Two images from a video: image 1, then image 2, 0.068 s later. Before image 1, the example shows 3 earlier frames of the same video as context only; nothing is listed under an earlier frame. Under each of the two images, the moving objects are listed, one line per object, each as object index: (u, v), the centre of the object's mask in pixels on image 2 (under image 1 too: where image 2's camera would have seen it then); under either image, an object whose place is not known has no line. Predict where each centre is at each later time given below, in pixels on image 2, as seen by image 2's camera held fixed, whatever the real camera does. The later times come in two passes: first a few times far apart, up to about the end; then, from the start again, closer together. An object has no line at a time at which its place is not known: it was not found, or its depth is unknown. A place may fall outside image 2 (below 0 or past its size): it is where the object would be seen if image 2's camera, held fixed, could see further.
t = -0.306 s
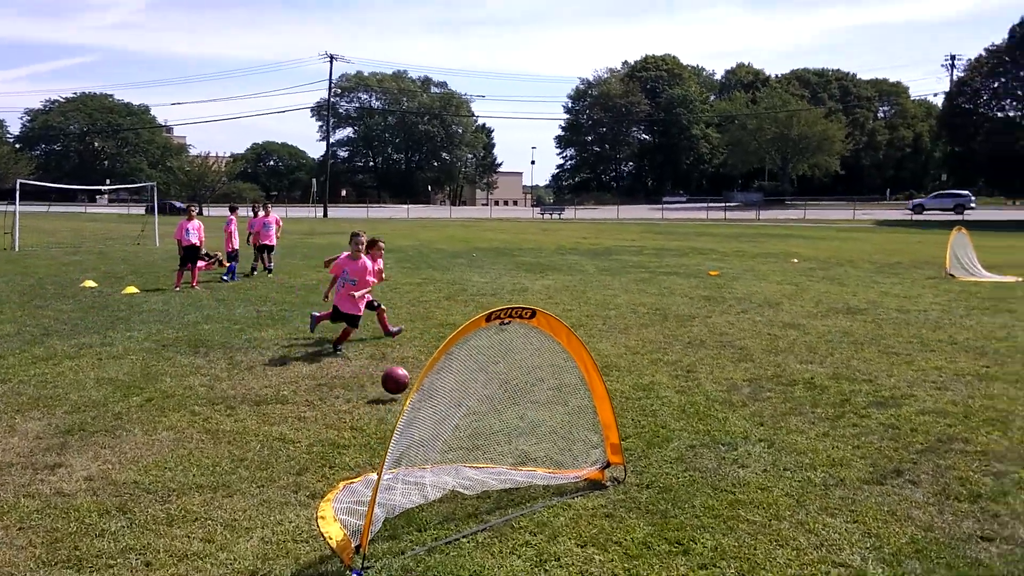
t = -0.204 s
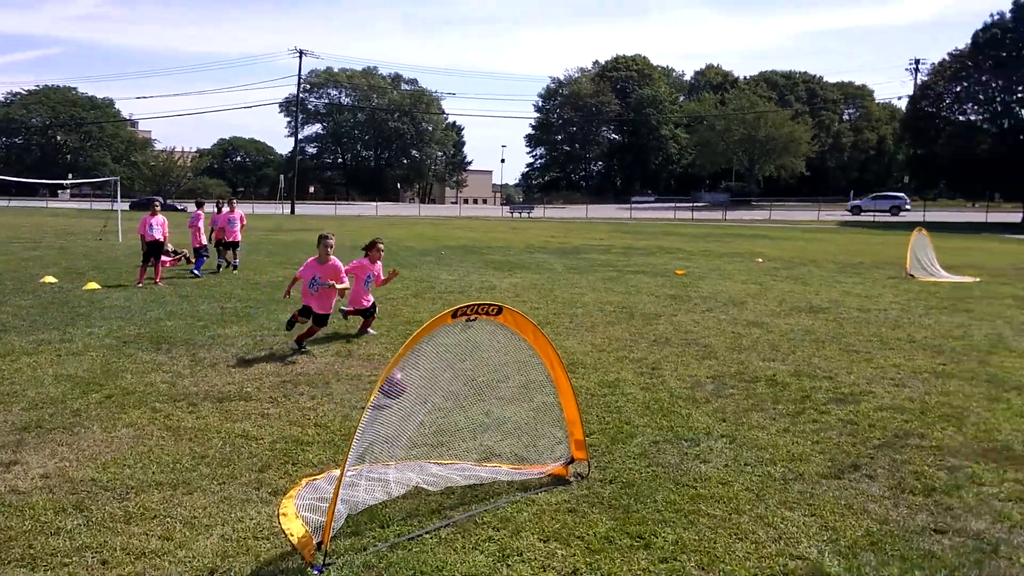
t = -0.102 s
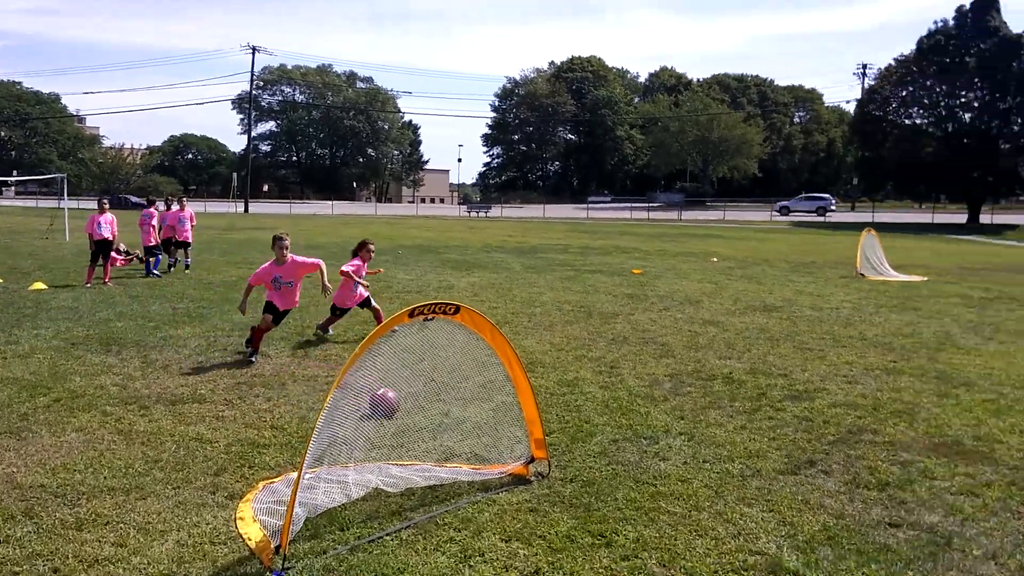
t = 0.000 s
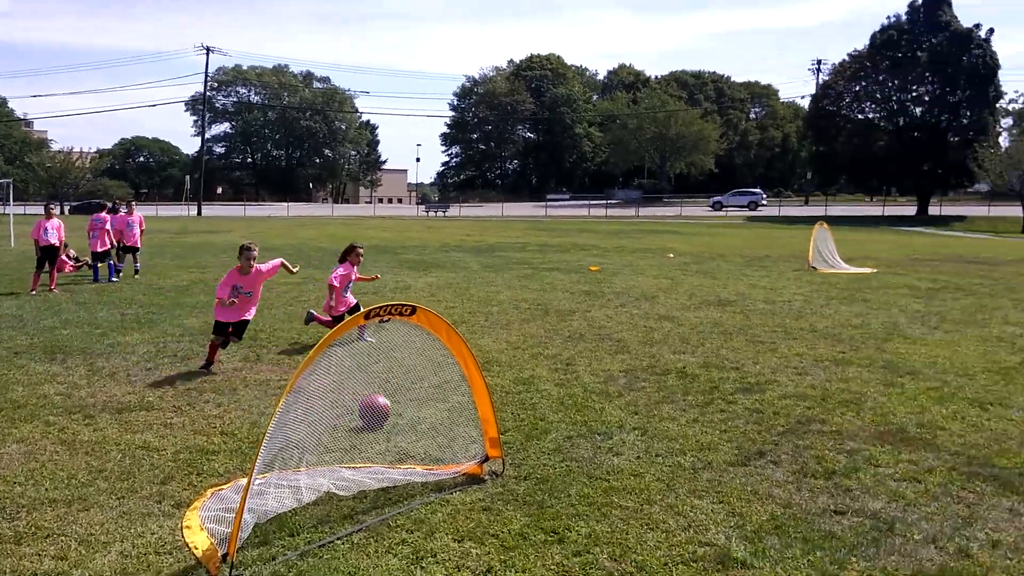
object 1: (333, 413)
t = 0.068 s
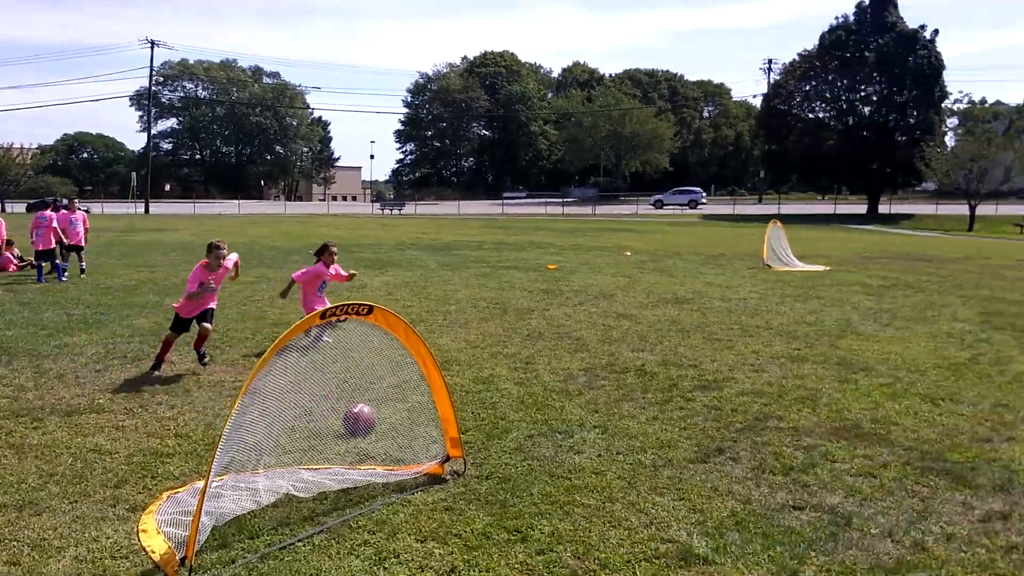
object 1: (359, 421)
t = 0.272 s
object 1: (436, 440)
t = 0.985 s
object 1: (779, 517)
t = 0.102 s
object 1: (373, 426)
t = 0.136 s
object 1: (387, 428)
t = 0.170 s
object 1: (401, 429)
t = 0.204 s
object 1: (415, 430)
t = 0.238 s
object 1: (428, 432)
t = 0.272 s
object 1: (436, 440)
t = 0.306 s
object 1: (468, 442)
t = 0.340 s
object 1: (476, 444)
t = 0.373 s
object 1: (487, 444)
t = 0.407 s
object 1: (501, 444)
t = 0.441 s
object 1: (516, 446)
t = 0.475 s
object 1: (532, 451)
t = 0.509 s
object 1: (548, 459)
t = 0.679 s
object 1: (626, 477)
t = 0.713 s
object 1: (641, 483)
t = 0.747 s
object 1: (657, 488)
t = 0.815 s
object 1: (689, 491)
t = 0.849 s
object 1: (708, 496)
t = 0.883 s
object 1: (725, 502)
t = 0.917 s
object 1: (742, 509)
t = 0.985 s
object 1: (779, 517)
